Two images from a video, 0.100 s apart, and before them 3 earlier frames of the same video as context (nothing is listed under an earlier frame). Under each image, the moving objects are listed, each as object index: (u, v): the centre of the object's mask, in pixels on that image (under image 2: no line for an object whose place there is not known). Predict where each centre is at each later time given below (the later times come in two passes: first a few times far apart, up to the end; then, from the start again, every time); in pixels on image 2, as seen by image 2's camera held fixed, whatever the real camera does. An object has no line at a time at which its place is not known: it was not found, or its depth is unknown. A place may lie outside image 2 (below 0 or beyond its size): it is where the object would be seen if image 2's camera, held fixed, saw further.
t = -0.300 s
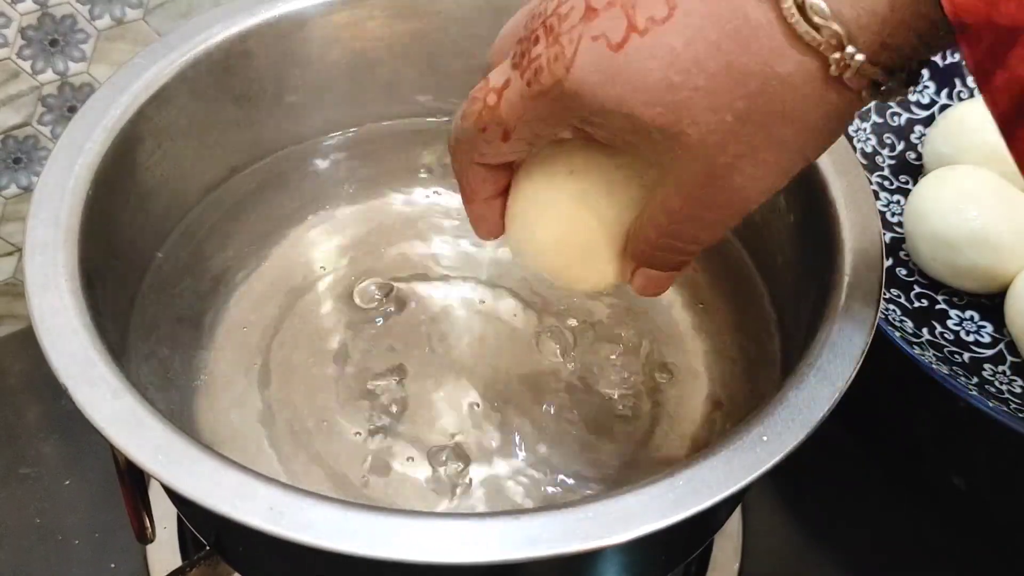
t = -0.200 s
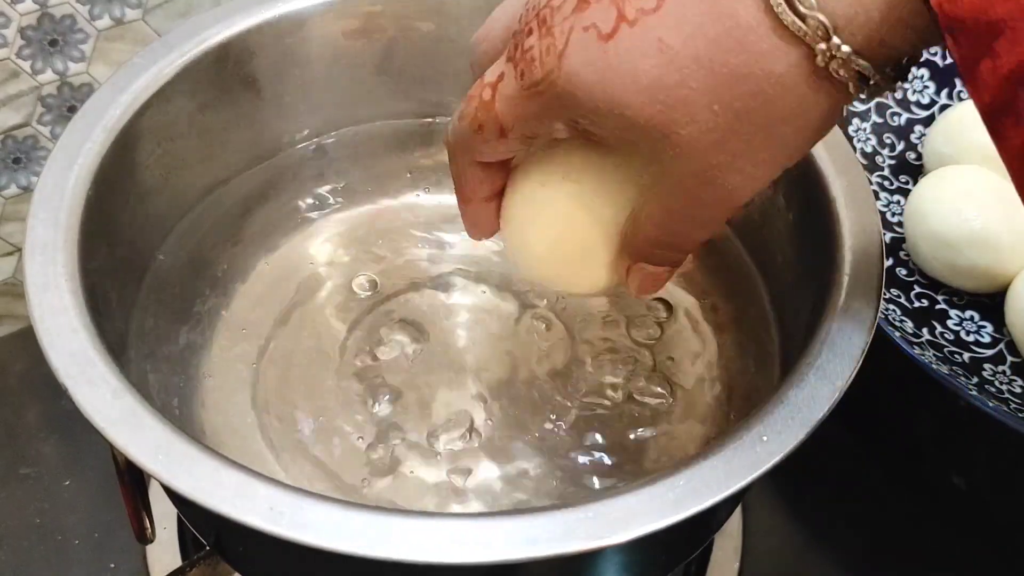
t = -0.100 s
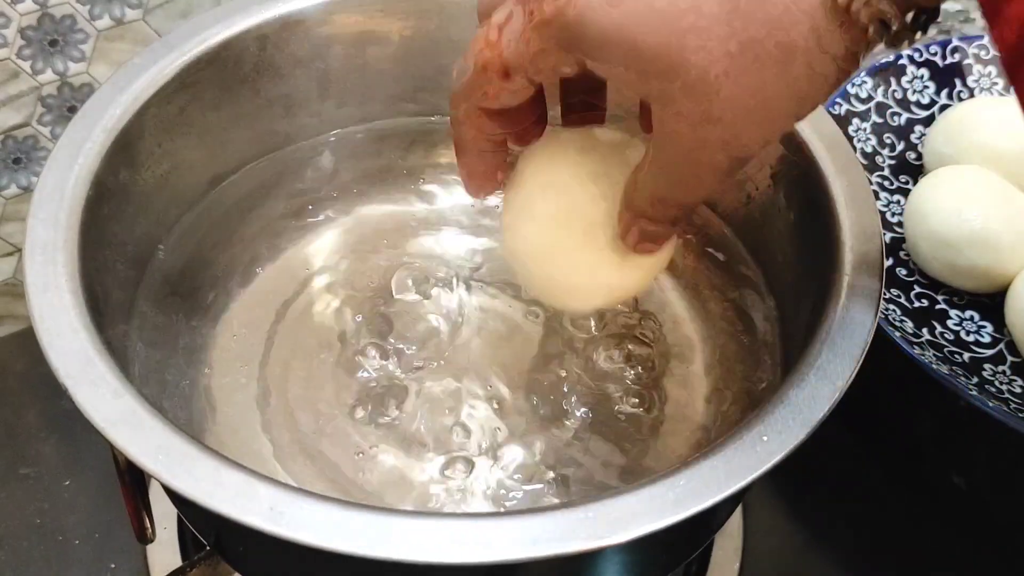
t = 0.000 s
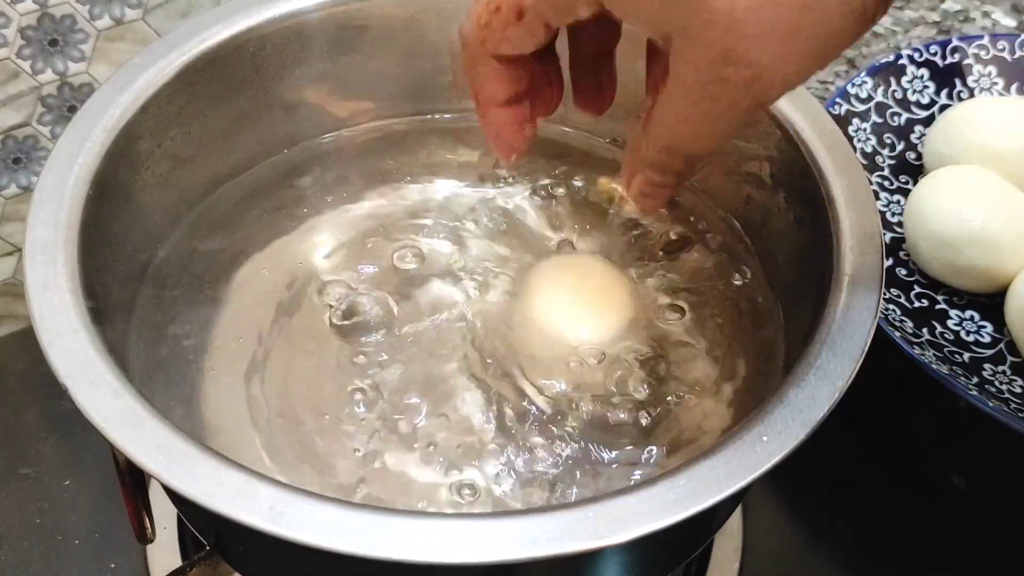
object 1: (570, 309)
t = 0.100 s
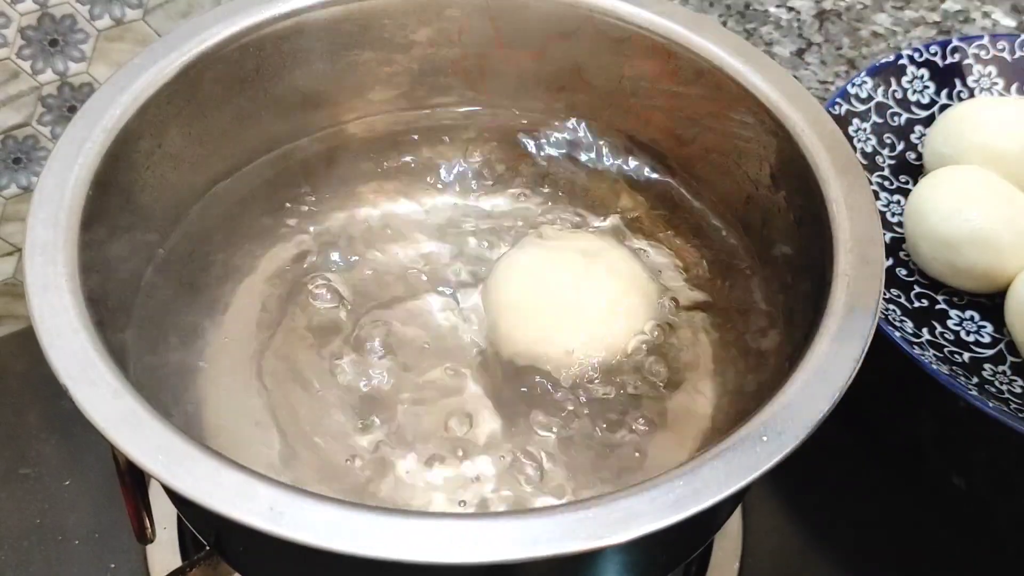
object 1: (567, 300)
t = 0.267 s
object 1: (547, 310)
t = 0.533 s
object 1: (520, 288)
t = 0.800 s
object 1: (483, 273)
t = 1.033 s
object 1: (475, 252)
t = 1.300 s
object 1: (480, 235)
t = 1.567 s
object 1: (479, 235)
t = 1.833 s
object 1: (486, 245)
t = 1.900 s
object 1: (482, 252)
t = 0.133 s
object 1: (565, 298)
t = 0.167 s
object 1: (560, 299)
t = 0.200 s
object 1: (551, 301)
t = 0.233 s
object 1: (545, 307)
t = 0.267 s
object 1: (547, 310)
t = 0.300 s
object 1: (544, 304)
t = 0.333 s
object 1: (542, 301)
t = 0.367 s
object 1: (537, 300)
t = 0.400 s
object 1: (533, 297)
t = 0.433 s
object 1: (532, 295)
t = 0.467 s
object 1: (529, 292)
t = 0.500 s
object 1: (523, 290)
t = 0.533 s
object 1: (520, 288)
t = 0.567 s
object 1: (514, 290)
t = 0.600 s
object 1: (507, 289)
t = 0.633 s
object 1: (505, 286)
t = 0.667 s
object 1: (500, 282)
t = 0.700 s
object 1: (495, 279)
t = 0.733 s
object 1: (490, 278)
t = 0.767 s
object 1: (485, 277)
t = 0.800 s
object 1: (483, 273)
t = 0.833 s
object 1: (483, 269)
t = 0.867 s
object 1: (481, 265)
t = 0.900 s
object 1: (480, 263)
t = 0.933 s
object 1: (477, 259)
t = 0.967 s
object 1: (474, 256)
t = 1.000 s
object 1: (476, 254)
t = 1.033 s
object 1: (475, 252)
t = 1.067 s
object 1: (480, 248)
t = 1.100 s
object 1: (483, 244)
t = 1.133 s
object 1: (484, 243)
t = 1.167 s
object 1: (486, 240)
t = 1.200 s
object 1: (485, 239)
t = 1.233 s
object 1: (482, 237)
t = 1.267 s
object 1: (480, 239)
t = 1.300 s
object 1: (480, 235)
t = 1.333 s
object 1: (478, 235)
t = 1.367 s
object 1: (477, 235)
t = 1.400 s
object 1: (478, 235)
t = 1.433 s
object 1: (477, 234)
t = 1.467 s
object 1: (476, 234)
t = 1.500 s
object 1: (477, 235)
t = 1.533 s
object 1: (477, 235)
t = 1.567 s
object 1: (479, 235)
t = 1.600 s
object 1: (480, 235)
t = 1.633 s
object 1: (483, 236)
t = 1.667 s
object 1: (484, 239)
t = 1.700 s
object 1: (489, 238)
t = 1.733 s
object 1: (489, 239)
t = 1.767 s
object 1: (491, 240)
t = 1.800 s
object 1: (487, 242)
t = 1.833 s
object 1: (486, 245)
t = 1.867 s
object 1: (483, 247)
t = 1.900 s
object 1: (482, 252)
